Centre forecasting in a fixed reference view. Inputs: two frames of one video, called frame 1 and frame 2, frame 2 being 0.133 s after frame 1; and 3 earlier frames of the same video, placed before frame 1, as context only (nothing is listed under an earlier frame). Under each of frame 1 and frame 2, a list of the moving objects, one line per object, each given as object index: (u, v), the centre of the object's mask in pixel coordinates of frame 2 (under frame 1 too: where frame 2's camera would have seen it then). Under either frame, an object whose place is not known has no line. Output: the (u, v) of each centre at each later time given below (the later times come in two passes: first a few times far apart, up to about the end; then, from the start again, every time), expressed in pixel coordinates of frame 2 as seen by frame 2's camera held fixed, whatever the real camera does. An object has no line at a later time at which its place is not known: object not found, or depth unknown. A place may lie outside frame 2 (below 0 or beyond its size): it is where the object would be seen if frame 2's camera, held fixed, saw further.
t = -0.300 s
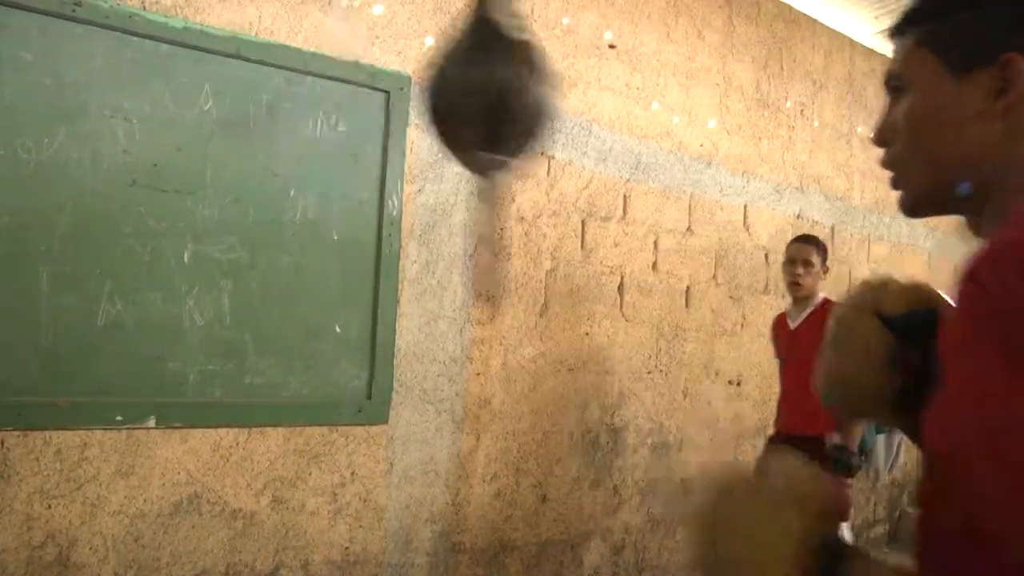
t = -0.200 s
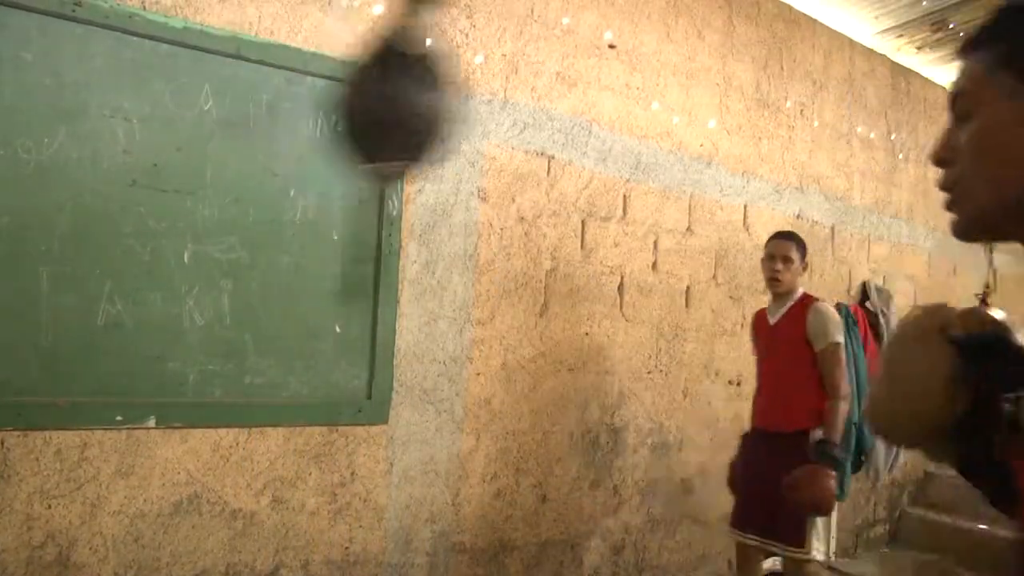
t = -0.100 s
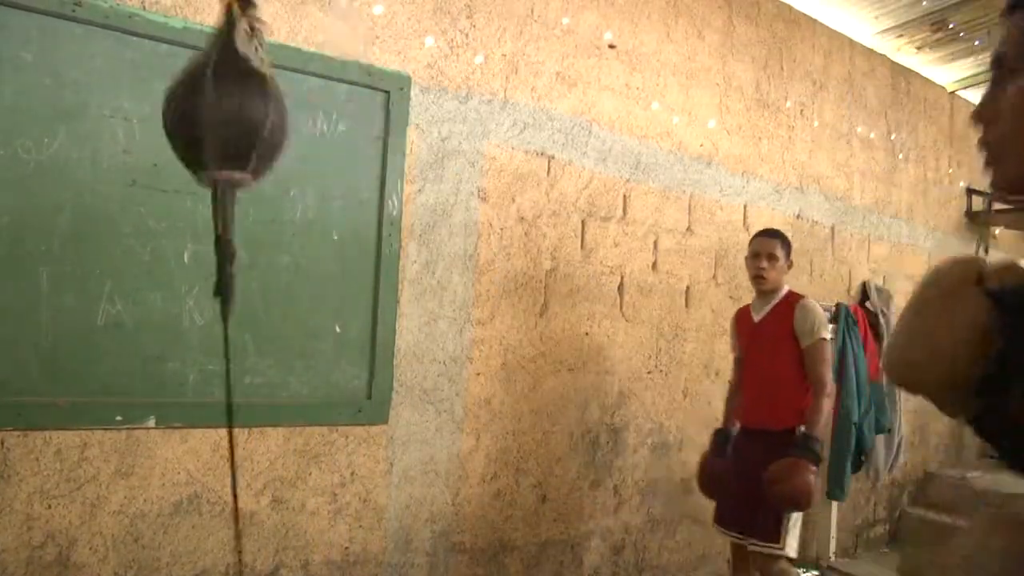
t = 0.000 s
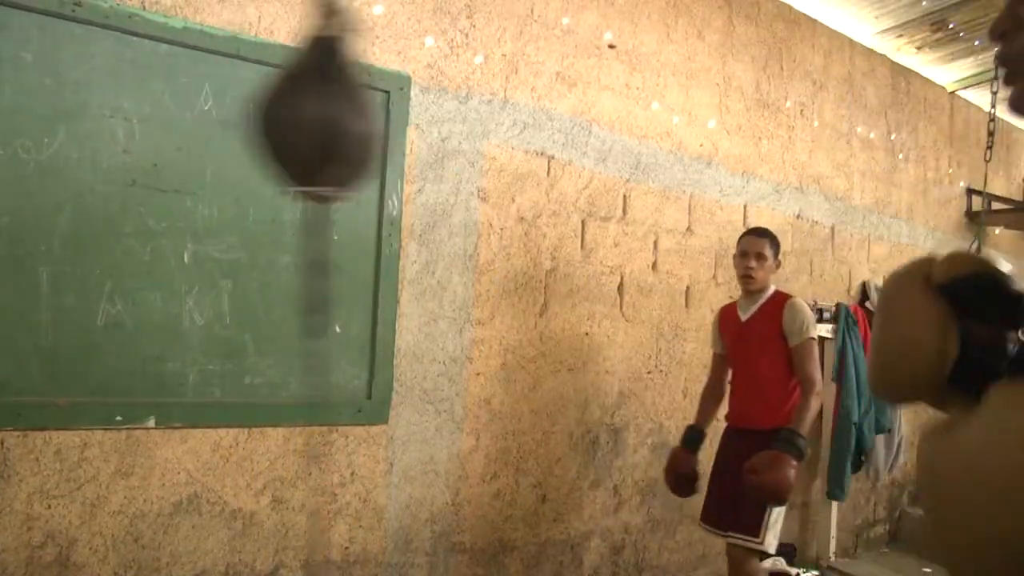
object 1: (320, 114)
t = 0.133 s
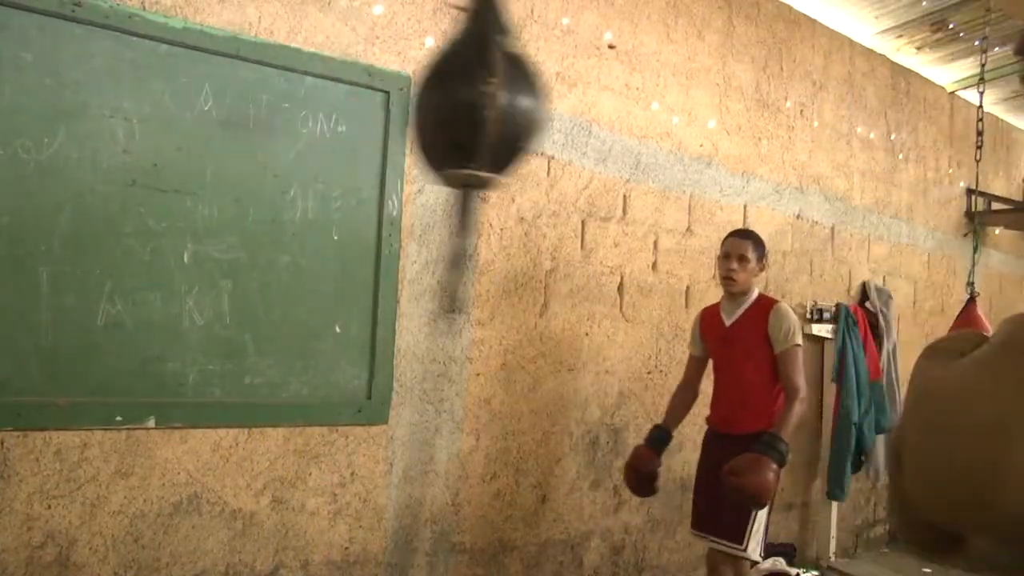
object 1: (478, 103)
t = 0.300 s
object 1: (236, 107)
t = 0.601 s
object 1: (316, 103)
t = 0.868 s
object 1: (446, 103)
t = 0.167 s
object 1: (413, 103)
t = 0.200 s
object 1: (341, 105)
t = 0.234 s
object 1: (283, 109)
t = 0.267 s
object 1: (246, 105)
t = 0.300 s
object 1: (236, 107)
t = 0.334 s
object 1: (255, 113)
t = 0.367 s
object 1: (306, 117)
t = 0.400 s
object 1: (375, 114)
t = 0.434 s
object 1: (434, 114)
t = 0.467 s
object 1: (468, 105)
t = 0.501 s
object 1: (461, 102)
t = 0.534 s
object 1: (424, 98)
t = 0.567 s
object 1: (369, 103)
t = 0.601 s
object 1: (316, 103)
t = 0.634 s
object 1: (273, 105)
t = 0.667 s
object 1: (251, 104)
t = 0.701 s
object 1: (260, 112)
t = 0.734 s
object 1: (293, 114)
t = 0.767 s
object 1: (345, 119)
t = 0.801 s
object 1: (394, 119)
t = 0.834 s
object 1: (431, 111)
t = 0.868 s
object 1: (446, 103)
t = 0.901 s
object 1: (431, 102)
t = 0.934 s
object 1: (394, 97)
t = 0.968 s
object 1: (344, 99)
